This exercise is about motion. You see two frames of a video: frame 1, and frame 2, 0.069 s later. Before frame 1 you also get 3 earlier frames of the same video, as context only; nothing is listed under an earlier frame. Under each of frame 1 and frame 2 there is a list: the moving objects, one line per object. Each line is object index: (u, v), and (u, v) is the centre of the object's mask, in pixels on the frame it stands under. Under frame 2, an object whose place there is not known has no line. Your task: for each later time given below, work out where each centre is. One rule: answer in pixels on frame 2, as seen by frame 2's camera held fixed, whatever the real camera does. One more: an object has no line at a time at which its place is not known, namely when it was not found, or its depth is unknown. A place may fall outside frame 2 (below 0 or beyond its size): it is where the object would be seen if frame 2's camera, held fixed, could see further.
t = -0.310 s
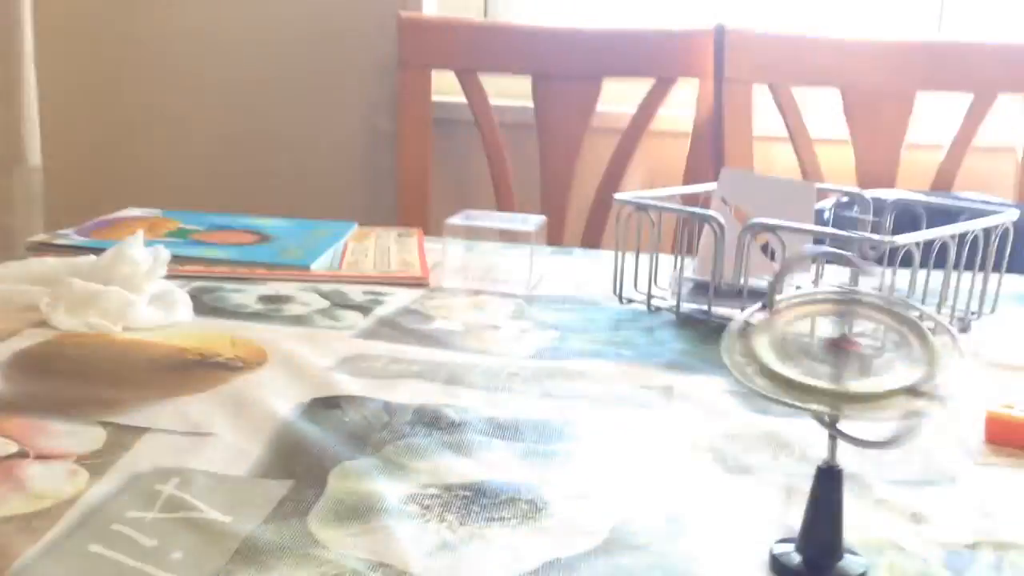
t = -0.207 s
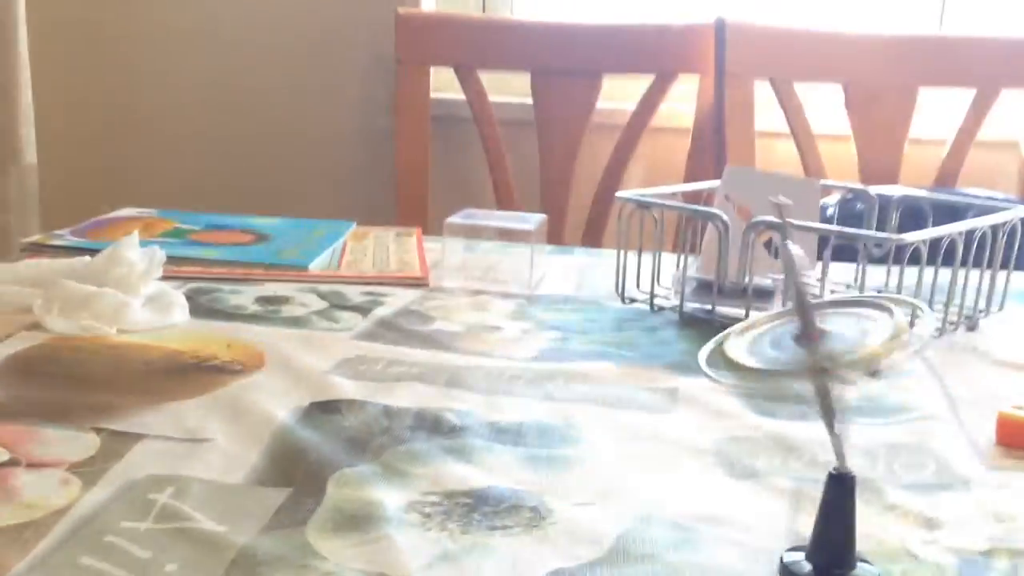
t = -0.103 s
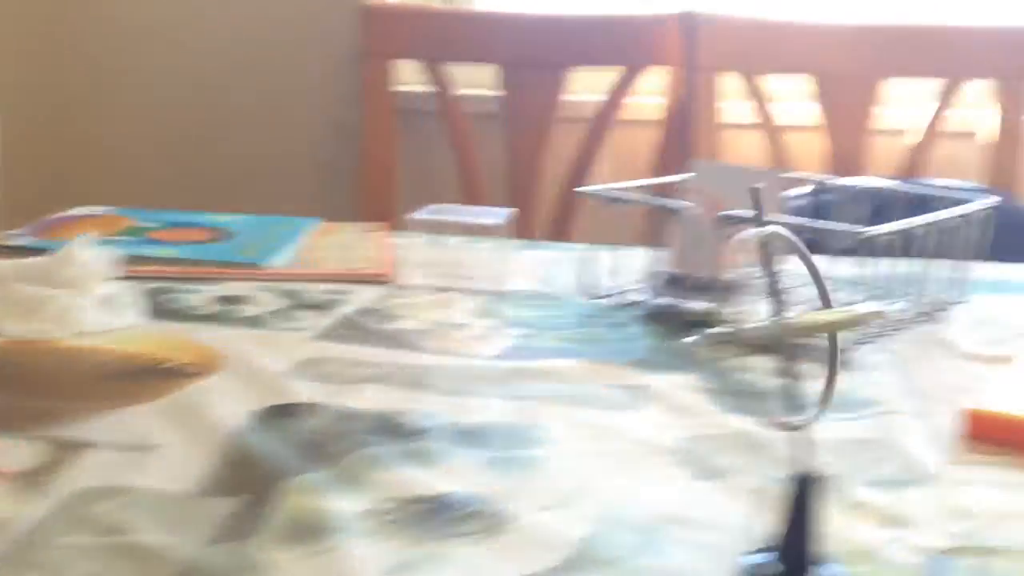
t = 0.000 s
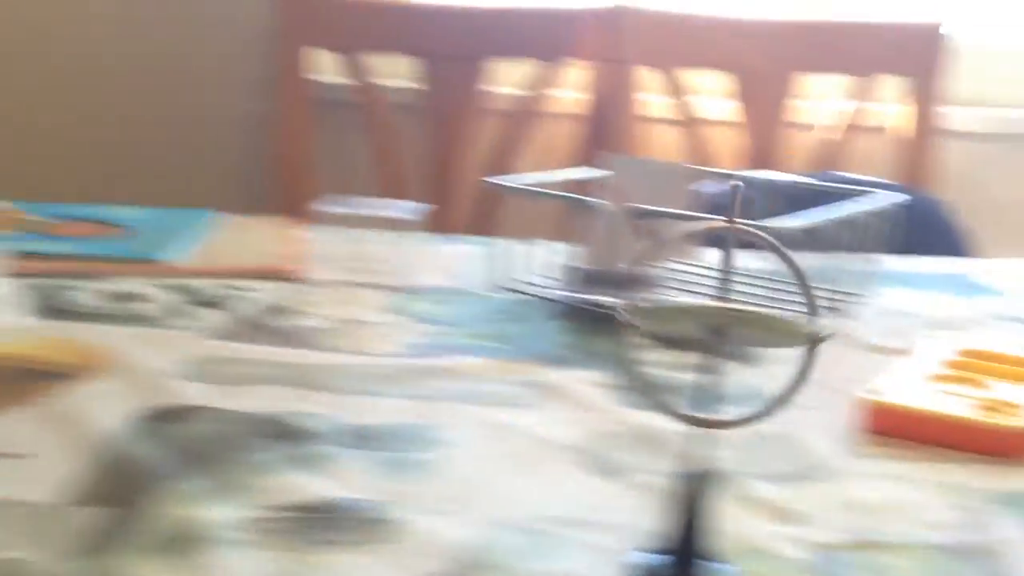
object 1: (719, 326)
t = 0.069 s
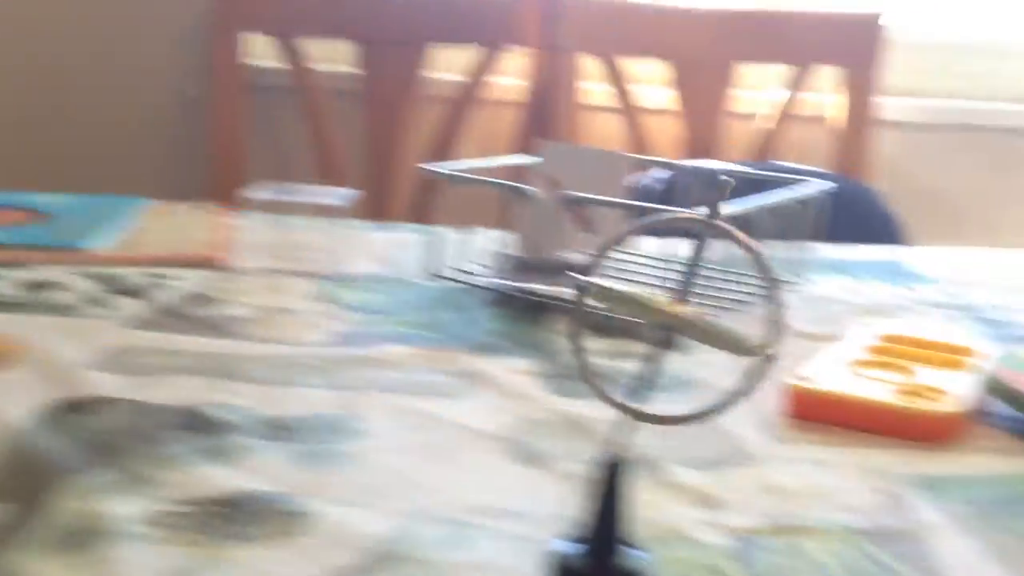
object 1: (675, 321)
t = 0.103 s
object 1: (685, 327)
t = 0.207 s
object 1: (669, 337)
